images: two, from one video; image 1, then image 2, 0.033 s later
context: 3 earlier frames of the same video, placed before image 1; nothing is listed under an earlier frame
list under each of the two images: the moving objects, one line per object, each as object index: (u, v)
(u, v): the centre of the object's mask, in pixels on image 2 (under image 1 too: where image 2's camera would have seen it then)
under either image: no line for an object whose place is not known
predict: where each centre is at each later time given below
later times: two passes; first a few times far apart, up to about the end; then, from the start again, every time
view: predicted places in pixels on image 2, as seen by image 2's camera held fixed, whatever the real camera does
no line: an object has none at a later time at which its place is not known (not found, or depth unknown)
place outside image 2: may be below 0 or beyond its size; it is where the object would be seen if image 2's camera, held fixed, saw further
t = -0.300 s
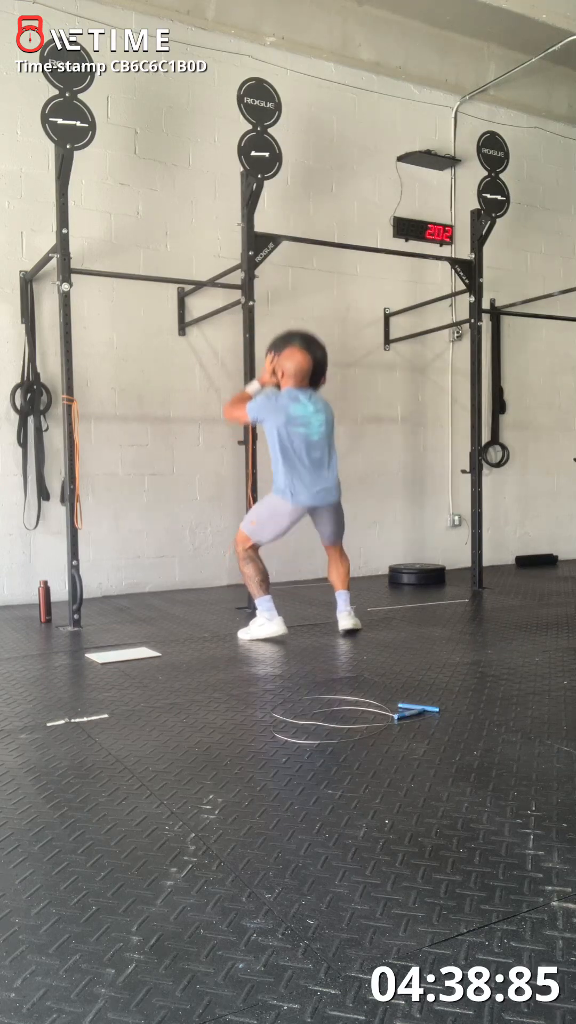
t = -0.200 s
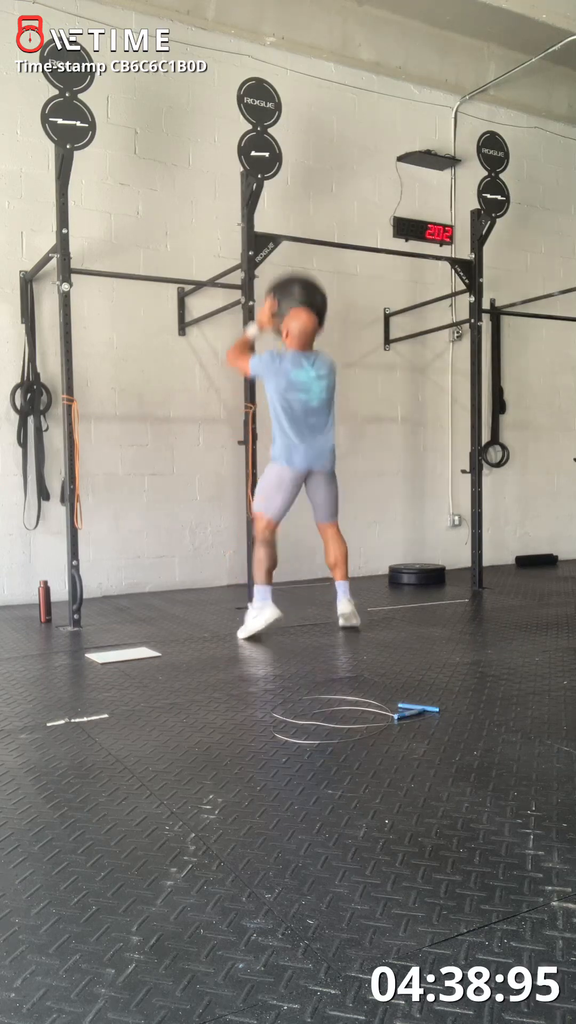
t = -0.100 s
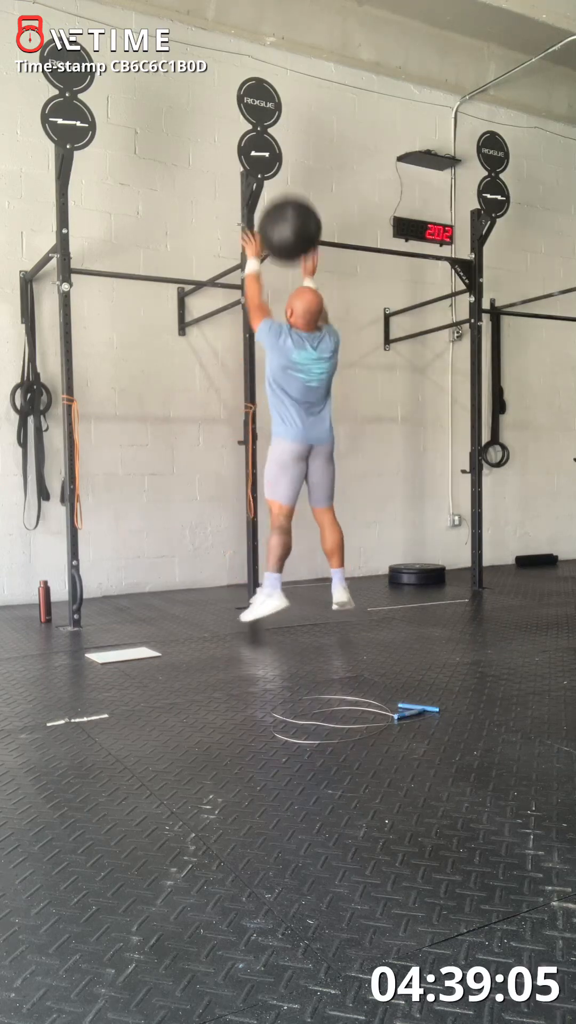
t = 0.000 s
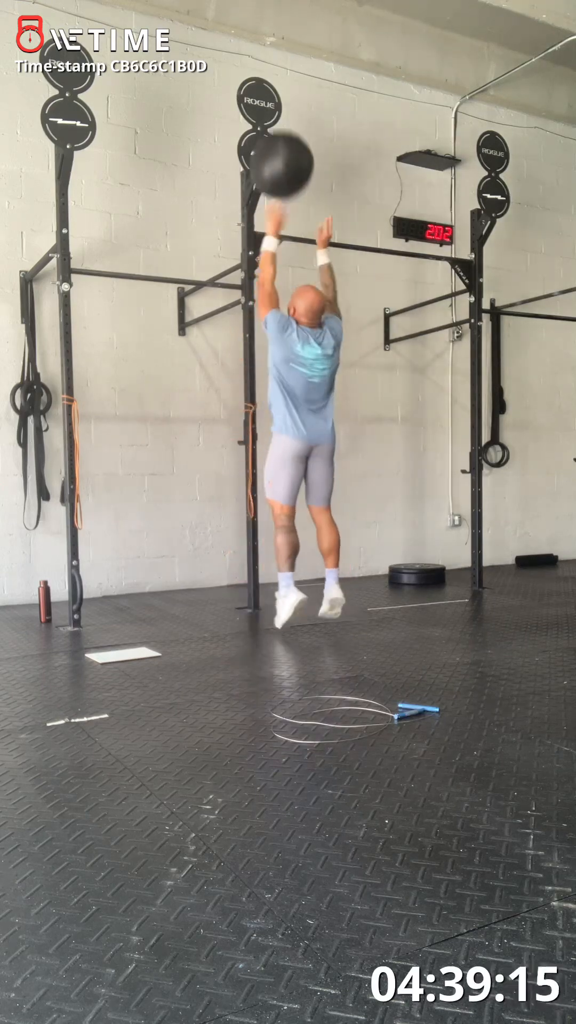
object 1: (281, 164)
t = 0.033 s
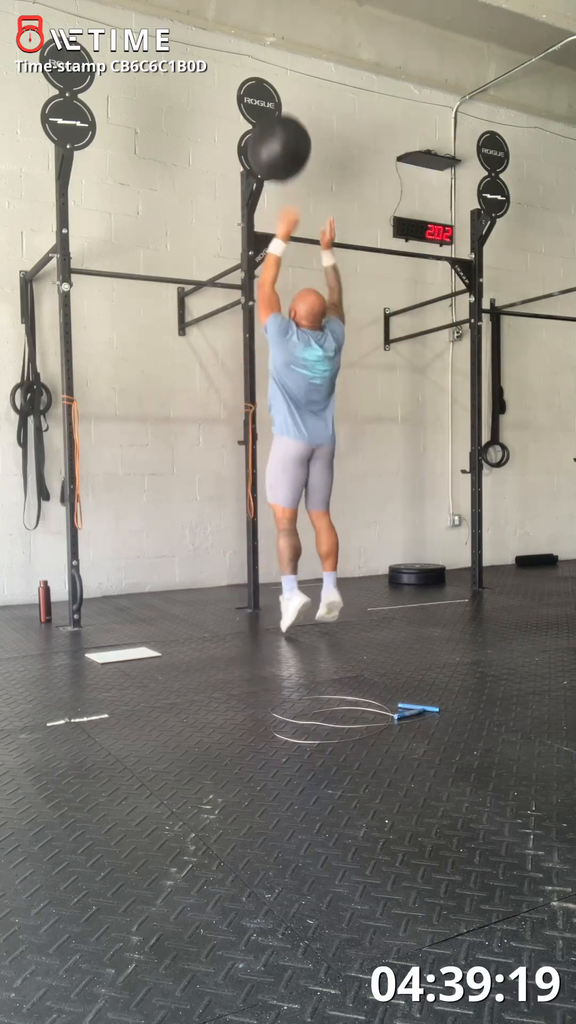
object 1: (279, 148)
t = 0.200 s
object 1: (267, 93)
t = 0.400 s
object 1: (269, 80)
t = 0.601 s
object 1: (279, 130)
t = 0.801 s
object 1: (289, 254)
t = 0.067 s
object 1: (277, 133)
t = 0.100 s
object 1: (275, 120)
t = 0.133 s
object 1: (272, 108)
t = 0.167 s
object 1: (269, 99)
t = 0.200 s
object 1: (267, 93)
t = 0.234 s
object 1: (265, 88)
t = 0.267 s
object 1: (264, 85)
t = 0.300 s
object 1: (265, 81)
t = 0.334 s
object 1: (266, 80)
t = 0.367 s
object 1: (267, 79)
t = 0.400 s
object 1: (269, 80)
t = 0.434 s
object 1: (270, 84)
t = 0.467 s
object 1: (272, 89)
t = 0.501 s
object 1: (273, 96)
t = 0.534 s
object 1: (275, 104)
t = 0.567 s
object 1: (277, 116)
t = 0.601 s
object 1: (279, 130)
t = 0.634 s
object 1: (280, 145)
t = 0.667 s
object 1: (282, 162)
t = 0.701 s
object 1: (284, 182)
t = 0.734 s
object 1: (286, 203)
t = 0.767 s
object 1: (288, 227)
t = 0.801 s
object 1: (289, 254)
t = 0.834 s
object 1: (292, 282)
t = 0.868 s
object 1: (293, 311)
